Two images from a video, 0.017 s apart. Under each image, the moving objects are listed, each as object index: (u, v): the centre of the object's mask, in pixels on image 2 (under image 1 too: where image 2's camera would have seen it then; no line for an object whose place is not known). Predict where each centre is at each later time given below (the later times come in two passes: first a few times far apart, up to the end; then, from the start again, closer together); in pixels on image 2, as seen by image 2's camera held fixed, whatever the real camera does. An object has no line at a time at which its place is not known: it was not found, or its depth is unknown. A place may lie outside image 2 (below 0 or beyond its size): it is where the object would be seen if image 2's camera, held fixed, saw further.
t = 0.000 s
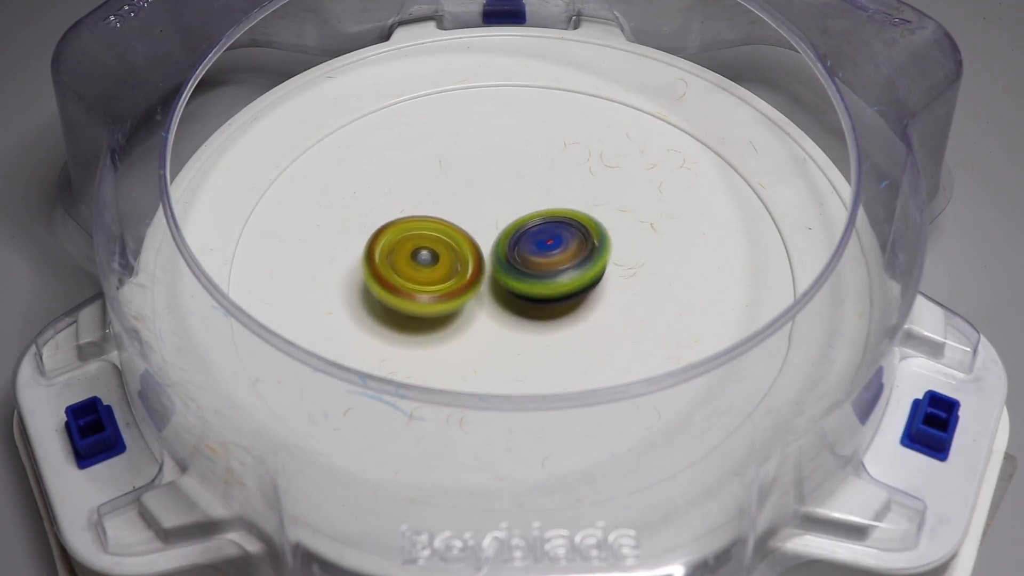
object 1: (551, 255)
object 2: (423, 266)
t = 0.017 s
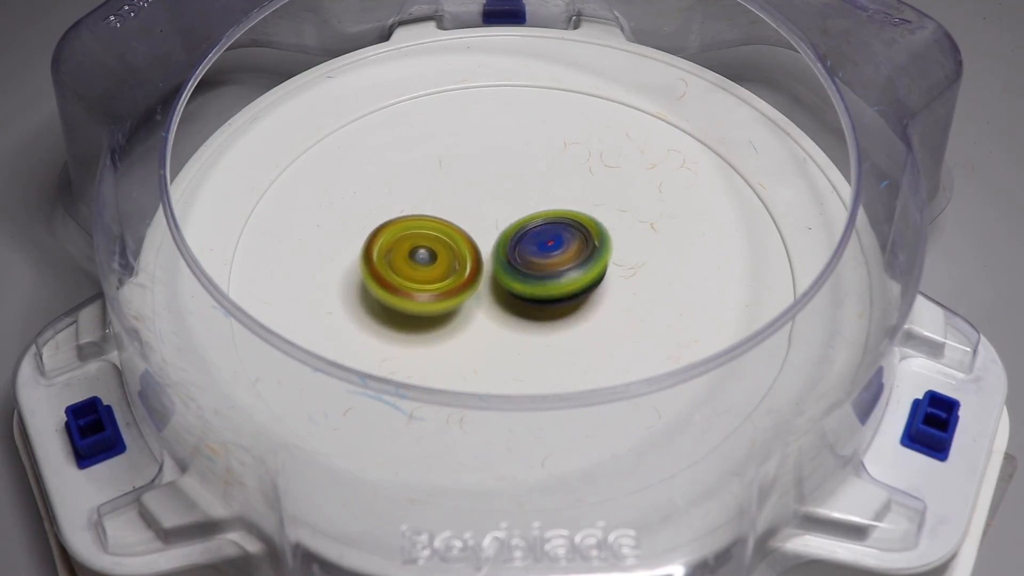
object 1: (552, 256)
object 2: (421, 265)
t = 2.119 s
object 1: (487, 297)
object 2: (596, 223)
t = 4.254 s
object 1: (510, 215)
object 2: (502, 324)
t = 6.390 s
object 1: (549, 284)
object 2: (446, 230)
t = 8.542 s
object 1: (473, 260)
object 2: (592, 293)
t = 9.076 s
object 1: (463, 241)
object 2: (566, 276)
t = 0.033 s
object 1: (551, 257)
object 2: (420, 264)
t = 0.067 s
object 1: (549, 260)
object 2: (422, 262)
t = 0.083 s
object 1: (547, 261)
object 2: (423, 260)
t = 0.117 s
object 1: (548, 264)
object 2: (421, 258)
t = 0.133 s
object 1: (548, 266)
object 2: (421, 257)
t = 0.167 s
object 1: (547, 268)
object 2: (422, 254)
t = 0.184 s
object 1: (547, 270)
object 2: (421, 253)
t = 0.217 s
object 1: (546, 272)
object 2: (420, 250)
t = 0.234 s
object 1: (545, 273)
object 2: (421, 249)
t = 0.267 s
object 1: (545, 276)
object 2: (420, 246)
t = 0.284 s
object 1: (546, 278)
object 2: (419, 244)
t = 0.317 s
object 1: (545, 280)
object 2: (419, 241)
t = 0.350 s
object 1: (543, 282)
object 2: (421, 240)
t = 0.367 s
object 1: (542, 283)
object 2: (423, 240)
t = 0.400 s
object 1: (540, 284)
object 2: (426, 239)
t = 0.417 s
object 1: (540, 285)
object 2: (426, 237)
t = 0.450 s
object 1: (539, 286)
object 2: (426, 236)
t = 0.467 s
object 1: (538, 287)
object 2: (426, 235)
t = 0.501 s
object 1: (536, 287)
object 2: (428, 235)
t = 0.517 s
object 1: (536, 287)
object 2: (428, 235)
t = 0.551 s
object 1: (537, 289)
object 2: (427, 232)
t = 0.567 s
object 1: (537, 290)
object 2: (426, 231)
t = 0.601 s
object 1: (535, 291)
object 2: (426, 230)
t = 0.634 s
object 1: (532, 291)
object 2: (427, 230)
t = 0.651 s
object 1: (530, 291)
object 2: (428, 230)
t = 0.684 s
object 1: (529, 292)
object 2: (428, 229)
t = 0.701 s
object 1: (528, 293)
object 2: (427, 228)
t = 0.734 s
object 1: (526, 292)
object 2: (427, 227)
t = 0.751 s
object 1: (524, 293)
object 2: (428, 227)
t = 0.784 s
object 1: (524, 294)
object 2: (428, 224)
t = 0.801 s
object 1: (524, 294)
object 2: (428, 223)
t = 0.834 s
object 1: (522, 294)
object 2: (428, 221)
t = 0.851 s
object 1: (521, 294)
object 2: (429, 221)
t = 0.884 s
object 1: (519, 292)
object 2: (431, 221)
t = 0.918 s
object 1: (519, 293)
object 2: (433, 220)
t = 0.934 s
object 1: (519, 293)
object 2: (433, 219)
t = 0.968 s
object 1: (519, 293)
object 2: (435, 216)
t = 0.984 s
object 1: (518, 293)
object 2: (436, 215)
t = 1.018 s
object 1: (516, 292)
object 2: (440, 212)
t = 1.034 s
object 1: (515, 291)
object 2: (443, 210)
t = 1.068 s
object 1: (515, 292)
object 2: (450, 205)
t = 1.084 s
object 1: (515, 292)
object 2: (453, 202)
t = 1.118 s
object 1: (513, 291)
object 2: (460, 198)
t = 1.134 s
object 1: (512, 291)
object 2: (464, 196)
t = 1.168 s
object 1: (512, 289)
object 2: (470, 195)
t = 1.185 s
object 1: (511, 288)
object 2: (473, 194)
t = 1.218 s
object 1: (510, 291)
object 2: (479, 193)
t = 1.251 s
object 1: (510, 304)
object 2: (483, 182)
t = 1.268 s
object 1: (510, 309)
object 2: (485, 177)
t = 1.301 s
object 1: (511, 316)
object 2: (490, 172)
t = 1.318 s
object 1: (511, 318)
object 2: (492, 171)
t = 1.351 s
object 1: (510, 320)
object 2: (497, 170)
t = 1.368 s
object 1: (511, 320)
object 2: (500, 170)
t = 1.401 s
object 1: (512, 319)
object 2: (504, 171)
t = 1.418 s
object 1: (512, 318)
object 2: (505, 172)
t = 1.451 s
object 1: (512, 316)
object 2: (509, 175)
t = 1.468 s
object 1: (512, 314)
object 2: (512, 177)
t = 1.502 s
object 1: (514, 312)
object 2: (516, 180)
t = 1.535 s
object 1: (514, 309)
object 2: (519, 184)
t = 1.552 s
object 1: (514, 307)
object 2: (521, 186)
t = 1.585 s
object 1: (514, 305)
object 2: (525, 191)
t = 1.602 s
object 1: (515, 304)
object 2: (527, 193)
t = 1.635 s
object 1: (516, 301)
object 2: (531, 198)
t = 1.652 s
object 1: (515, 299)
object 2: (533, 200)
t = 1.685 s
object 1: (515, 297)
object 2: (538, 203)
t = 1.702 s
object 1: (514, 298)
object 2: (540, 204)
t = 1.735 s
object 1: (511, 301)
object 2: (546, 203)
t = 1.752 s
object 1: (509, 302)
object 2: (549, 203)
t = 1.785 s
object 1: (507, 303)
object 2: (554, 204)
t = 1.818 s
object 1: (507, 301)
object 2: (558, 207)
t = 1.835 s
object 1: (506, 301)
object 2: (560, 208)
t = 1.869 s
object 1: (506, 299)
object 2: (563, 212)
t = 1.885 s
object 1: (505, 298)
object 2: (564, 213)
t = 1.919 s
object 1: (502, 298)
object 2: (568, 215)
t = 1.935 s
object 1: (501, 298)
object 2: (570, 217)
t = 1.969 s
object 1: (499, 298)
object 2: (573, 220)
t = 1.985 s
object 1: (498, 298)
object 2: (575, 221)
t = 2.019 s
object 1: (492, 299)
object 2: (580, 221)
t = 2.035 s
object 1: (490, 299)
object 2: (583, 222)
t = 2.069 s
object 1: (489, 298)
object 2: (590, 223)
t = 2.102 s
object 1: (488, 297)
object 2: (595, 223)
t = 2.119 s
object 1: (487, 297)
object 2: (596, 223)
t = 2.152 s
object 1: (487, 295)
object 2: (596, 225)
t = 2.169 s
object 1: (487, 295)
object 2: (596, 226)
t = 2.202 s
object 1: (486, 293)
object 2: (594, 228)
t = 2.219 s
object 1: (486, 293)
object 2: (592, 229)
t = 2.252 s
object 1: (487, 290)
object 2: (587, 231)
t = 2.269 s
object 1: (486, 290)
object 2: (586, 232)
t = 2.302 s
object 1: (471, 293)
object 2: (594, 229)
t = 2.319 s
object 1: (464, 294)
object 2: (598, 228)
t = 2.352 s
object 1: (454, 294)
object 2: (602, 227)
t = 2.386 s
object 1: (449, 294)
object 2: (601, 230)
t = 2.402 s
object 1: (447, 293)
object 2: (601, 232)
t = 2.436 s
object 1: (445, 292)
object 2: (598, 236)
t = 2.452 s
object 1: (445, 291)
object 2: (595, 238)
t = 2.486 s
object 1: (446, 289)
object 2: (591, 243)
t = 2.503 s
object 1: (447, 288)
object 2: (588, 245)
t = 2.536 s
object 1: (452, 286)
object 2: (581, 249)
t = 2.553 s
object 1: (454, 285)
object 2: (578, 251)
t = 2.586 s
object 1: (444, 280)
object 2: (584, 254)
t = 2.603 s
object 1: (433, 277)
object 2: (596, 257)
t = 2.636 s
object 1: (415, 271)
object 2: (614, 260)
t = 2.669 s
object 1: (403, 265)
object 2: (626, 264)
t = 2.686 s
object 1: (399, 263)
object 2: (630, 265)
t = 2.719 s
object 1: (395, 259)
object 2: (632, 268)
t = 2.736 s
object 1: (394, 258)
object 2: (633, 270)
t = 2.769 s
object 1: (395, 256)
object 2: (630, 272)
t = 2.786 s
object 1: (397, 255)
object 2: (628, 273)
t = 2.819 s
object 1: (401, 254)
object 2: (623, 274)
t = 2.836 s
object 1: (404, 254)
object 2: (618, 275)
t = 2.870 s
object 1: (411, 254)
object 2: (611, 276)
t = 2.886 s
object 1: (415, 254)
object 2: (606, 275)
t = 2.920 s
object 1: (423, 255)
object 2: (596, 276)
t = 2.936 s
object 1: (428, 255)
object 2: (592, 276)
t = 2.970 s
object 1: (437, 256)
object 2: (581, 276)
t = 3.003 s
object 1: (447, 257)
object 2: (571, 275)
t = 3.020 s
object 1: (448, 257)
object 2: (569, 275)
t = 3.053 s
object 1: (442, 251)
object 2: (580, 280)
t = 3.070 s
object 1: (439, 248)
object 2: (584, 283)
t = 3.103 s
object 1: (437, 245)
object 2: (590, 286)
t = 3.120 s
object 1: (438, 243)
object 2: (591, 288)
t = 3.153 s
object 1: (439, 241)
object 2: (594, 290)
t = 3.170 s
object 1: (441, 241)
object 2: (593, 291)
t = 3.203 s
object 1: (445, 239)
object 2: (592, 291)
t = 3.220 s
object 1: (448, 240)
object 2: (590, 291)
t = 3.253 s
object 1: (454, 239)
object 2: (586, 291)
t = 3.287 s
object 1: (462, 241)
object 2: (579, 289)
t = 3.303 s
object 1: (466, 241)
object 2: (577, 288)
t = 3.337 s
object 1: (469, 241)
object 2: (574, 287)
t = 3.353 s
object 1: (469, 237)
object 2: (577, 291)
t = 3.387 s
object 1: (467, 232)
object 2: (582, 297)
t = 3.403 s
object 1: (468, 229)
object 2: (583, 299)
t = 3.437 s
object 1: (468, 226)
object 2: (583, 302)
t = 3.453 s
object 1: (469, 226)
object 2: (582, 303)
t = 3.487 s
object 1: (471, 225)
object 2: (579, 303)
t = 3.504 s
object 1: (473, 226)
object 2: (576, 304)
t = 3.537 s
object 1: (476, 226)
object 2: (571, 302)
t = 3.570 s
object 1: (480, 229)
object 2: (566, 301)
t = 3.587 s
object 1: (481, 229)
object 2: (562, 299)
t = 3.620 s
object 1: (482, 229)
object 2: (560, 301)
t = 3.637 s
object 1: (482, 226)
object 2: (560, 304)
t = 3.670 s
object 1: (481, 224)
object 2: (559, 308)
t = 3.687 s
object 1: (482, 222)
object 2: (557, 309)
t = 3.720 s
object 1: (482, 222)
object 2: (555, 310)
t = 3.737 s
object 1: (483, 222)
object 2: (552, 310)
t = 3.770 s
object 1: (484, 223)
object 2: (550, 310)
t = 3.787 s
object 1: (485, 224)
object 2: (546, 309)
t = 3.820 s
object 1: (486, 225)
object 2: (542, 307)
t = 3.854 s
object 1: (487, 223)
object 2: (540, 310)
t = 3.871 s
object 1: (486, 223)
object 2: (539, 312)
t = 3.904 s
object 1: (488, 221)
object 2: (537, 315)
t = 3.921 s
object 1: (488, 221)
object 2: (535, 315)
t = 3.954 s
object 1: (490, 222)
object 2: (533, 316)
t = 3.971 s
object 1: (490, 223)
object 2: (531, 315)
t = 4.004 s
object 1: (493, 225)
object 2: (528, 314)
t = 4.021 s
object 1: (493, 225)
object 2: (526, 313)
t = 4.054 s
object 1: (495, 224)
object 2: (523, 317)
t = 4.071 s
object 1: (496, 223)
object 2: (521, 318)
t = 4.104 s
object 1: (498, 222)
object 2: (518, 320)
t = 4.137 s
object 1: (500, 223)
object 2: (516, 320)
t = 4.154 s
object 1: (502, 222)
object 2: (513, 319)
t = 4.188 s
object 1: (503, 224)
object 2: (510, 317)
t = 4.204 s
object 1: (504, 225)
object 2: (509, 315)
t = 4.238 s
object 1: (508, 219)
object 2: (505, 321)
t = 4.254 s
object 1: (510, 215)
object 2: (502, 324)
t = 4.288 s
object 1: (514, 210)
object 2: (498, 325)
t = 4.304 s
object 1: (516, 209)
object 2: (496, 326)
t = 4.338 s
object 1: (517, 209)
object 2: (493, 324)
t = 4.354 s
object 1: (518, 210)
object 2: (493, 323)
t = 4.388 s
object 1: (517, 213)
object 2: (490, 320)
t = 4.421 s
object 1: (516, 216)
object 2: (489, 315)
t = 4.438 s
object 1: (515, 218)
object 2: (489, 313)
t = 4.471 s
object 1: (514, 220)
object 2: (487, 308)
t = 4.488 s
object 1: (515, 219)
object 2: (485, 309)
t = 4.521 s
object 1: (518, 215)
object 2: (482, 310)
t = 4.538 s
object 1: (520, 215)
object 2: (481, 309)
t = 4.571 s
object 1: (520, 216)
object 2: (478, 306)
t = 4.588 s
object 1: (520, 217)
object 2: (478, 304)
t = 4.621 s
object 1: (520, 217)
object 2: (476, 302)
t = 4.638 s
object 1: (522, 214)
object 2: (472, 305)
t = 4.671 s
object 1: (526, 209)
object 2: (466, 306)
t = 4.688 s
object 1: (528, 208)
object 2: (464, 306)
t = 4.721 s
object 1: (528, 207)
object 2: (462, 304)
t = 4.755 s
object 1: (528, 208)
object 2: (462, 302)
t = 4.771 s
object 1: (527, 209)
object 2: (461, 300)
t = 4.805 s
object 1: (525, 210)
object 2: (463, 296)
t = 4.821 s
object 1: (525, 211)
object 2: (464, 293)
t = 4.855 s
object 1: (526, 211)
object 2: (464, 292)
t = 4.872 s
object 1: (531, 207)
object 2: (457, 294)
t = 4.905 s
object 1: (542, 199)
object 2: (448, 296)
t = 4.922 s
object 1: (545, 198)
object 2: (445, 297)
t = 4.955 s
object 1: (552, 195)
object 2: (442, 296)
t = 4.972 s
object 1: (555, 196)
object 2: (443, 295)
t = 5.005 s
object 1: (557, 197)
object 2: (444, 293)
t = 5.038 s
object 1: (557, 199)
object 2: (448, 290)
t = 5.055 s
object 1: (558, 202)
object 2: (450, 288)
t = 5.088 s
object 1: (556, 206)
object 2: (456, 285)
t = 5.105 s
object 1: (556, 207)
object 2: (458, 283)
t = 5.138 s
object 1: (553, 212)
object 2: (463, 279)
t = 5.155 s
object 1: (552, 213)
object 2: (467, 278)
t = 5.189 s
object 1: (557, 214)
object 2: (464, 279)
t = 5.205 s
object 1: (558, 214)
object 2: (465, 279)
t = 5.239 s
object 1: (560, 214)
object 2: (466, 278)
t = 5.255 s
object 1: (561, 216)
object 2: (467, 276)
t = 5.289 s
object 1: (562, 217)
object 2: (469, 274)
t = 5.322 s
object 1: (565, 218)
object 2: (467, 275)
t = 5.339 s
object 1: (567, 219)
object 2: (467, 275)
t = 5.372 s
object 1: (568, 221)
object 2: (468, 274)
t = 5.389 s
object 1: (569, 221)
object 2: (469, 274)
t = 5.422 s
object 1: (573, 223)
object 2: (464, 274)
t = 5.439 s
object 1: (574, 224)
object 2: (463, 275)
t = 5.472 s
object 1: (575, 226)
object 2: (462, 274)
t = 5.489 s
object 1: (575, 228)
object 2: (463, 274)
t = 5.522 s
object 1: (574, 231)
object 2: (464, 274)
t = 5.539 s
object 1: (575, 232)
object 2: (466, 274)
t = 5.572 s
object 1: (575, 235)
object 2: (465, 274)
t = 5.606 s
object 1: (575, 238)
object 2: (465, 274)
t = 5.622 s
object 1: (575, 239)
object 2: (465, 274)
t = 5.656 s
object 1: (576, 241)
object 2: (463, 275)
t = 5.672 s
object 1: (575, 243)
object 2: (462, 275)
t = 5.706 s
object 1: (575, 246)
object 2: (460, 275)
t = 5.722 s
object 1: (575, 247)
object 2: (459, 275)
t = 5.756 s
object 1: (575, 250)
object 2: (458, 275)
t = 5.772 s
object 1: (575, 251)
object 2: (456, 276)
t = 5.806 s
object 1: (576, 254)
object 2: (452, 276)
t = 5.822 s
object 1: (575, 256)
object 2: (451, 275)
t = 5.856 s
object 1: (573, 258)
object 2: (450, 275)
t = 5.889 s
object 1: (572, 260)
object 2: (448, 273)
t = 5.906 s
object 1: (573, 262)
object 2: (445, 273)
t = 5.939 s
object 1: (573, 264)
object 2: (443, 272)
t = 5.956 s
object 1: (573, 265)
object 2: (443, 271)
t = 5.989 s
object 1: (571, 267)
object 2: (443, 270)
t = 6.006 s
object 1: (568, 268)
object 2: (444, 270)
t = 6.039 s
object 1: (569, 271)
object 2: (440, 267)
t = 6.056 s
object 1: (570, 273)
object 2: (436, 264)
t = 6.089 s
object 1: (570, 275)
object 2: (433, 260)
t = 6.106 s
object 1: (569, 276)
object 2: (433, 260)
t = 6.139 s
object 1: (566, 278)
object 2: (434, 257)
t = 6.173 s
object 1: (562, 279)
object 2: (437, 255)
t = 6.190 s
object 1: (560, 280)
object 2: (438, 253)
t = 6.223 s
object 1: (562, 284)
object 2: (435, 247)
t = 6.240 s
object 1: (563, 285)
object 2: (435, 244)
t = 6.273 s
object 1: (562, 286)
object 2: (434, 239)
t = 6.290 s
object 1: (560, 287)
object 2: (434, 237)
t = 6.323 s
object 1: (557, 288)
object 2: (437, 234)
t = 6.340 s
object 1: (555, 286)
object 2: (439, 232)
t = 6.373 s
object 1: (551, 285)
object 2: (443, 230)
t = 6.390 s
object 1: (549, 284)
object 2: (446, 230)
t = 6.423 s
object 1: (551, 286)
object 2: (447, 225)
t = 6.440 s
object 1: (553, 288)
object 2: (447, 222)
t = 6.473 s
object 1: (556, 290)
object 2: (449, 219)
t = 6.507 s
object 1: (555, 291)
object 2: (453, 216)
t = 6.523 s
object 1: (554, 291)
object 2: (457, 216)
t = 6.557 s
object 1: (552, 289)
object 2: (463, 215)
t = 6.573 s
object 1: (551, 288)
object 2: (466, 214)
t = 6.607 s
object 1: (549, 287)
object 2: (473, 212)
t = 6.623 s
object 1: (550, 289)
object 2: (477, 209)
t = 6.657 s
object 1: (550, 290)
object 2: (485, 206)
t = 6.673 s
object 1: (550, 290)
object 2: (487, 206)
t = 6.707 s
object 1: (549, 289)
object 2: (495, 205)
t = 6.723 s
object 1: (548, 290)
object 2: (499, 202)
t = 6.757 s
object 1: (549, 292)
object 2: (507, 199)
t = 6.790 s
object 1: (548, 293)
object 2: (514, 198)
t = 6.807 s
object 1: (548, 292)
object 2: (518, 198)
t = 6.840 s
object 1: (547, 291)
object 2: (525, 198)
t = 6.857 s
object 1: (546, 293)
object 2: (527, 198)
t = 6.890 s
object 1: (544, 298)
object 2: (536, 196)
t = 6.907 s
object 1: (544, 299)
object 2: (539, 196)
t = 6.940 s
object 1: (542, 300)
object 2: (546, 197)
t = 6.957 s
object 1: (541, 300)
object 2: (550, 198)
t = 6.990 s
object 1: (541, 299)
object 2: (554, 201)
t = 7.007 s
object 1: (541, 298)
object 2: (557, 203)
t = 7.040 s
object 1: (536, 302)
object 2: (562, 206)
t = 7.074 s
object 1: (527, 311)
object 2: (575, 205)
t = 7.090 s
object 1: (522, 314)
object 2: (581, 205)
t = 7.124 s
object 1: (514, 318)
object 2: (588, 207)
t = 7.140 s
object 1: (511, 319)
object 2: (590, 209)
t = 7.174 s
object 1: (506, 319)
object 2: (592, 214)
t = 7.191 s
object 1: (506, 318)
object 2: (593, 216)
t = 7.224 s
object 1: (504, 316)
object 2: (593, 222)
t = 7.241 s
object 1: (504, 316)
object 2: (594, 226)
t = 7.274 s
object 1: (503, 314)
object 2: (592, 234)
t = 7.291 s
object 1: (503, 313)
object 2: (592, 238)
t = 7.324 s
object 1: (499, 312)
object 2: (592, 244)
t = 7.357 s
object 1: (485, 315)
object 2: (598, 249)
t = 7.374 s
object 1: (480, 315)
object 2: (601, 252)
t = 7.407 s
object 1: (470, 315)
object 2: (603, 258)
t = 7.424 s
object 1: (467, 315)
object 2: (601, 261)
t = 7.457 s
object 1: (463, 313)
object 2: (598, 267)
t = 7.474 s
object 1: (461, 312)
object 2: (595, 269)
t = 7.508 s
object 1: (461, 309)
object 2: (589, 273)
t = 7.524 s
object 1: (462, 307)
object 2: (585, 276)
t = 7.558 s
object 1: (456, 304)
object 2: (584, 280)
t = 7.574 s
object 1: (452, 303)
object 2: (588, 280)
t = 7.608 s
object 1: (448, 298)
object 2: (587, 281)
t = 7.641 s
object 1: (446, 295)
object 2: (583, 281)
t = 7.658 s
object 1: (447, 293)
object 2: (581, 282)
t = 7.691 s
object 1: (449, 291)
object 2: (576, 282)
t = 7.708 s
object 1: (449, 290)
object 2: (574, 282)
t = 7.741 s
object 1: (448, 287)
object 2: (572, 280)
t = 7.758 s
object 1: (447, 285)
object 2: (575, 280)
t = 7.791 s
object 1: (446, 281)
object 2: (575, 278)
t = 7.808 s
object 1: (448, 280)
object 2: (575, 277)
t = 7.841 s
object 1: (451, 277)
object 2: (573, 276)
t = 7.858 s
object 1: (452, 277)
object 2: (570, 276)
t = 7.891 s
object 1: (454, 275)
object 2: (571, 275)
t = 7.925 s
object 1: (452, 271)
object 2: (575, 275)
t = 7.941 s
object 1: (451, 270)
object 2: (576, 276)
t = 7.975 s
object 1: (454, 268)
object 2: (577, 275)
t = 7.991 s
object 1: (455, 267)
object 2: (576, 274)
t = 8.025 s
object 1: (457, 267)
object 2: (578, 276)
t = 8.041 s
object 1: (458, 265)
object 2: (579, 276)
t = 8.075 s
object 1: (458, 264)
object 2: (583, 278)
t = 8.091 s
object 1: (460, 262)
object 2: (584, 279)
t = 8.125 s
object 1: (462, 262)
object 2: (585, 280)
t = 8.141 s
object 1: (462, 261)
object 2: (587, 281)
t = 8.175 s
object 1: (462, 258)
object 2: (595, 284)
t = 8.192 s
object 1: (463, 259)
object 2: (597, 285)
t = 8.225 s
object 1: (467, 258)
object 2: (602, 287)
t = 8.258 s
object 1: (471, 259)
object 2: (604, 289)
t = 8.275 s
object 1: (473, 261)
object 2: (603, 289)
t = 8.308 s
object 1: (477, 262)
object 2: (602, 289)
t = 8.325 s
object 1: (479, 264)
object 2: (601, 289)
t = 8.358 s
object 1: (482, 265)
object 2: (598, 288)
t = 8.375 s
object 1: (483, 265)
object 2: (597, 288)
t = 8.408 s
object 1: (479, 264)
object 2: (600, 290)
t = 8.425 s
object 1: (478, 264)
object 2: (600, 291)
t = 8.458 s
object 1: (476, 263)
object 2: (598, 291)
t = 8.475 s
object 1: (476, 262)
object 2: (596, 291)
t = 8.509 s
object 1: (477, 263)
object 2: (592, 291)
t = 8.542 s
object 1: (473, 260)
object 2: (592, 293)
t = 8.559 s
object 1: (470, 259)
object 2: (594, 295)
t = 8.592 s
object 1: (464, 255)
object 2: (597, 297)
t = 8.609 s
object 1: (463, 254)
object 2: (597, 297)
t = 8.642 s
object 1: (461, 253)
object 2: (596, 297)
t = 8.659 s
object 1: (461, 252)
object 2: (594, 297)
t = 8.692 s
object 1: (460, 254)
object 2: (590, 296)
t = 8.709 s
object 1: (461, 253)
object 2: (587, 295)
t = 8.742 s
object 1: (463, 255)
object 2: (581, 292)
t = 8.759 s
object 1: (464, 255)
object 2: (578, 291)
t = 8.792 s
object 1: (462, 254)
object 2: (577, 289)
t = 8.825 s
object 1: (458, 251)
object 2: (576, 288)
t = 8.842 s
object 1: (458, 249)
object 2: (575, 288)
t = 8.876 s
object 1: (458, 248)
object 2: (572, 286)
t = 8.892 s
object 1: (459, 247)
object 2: (571, 285)
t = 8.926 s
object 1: (460, 245)
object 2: (568, 283)
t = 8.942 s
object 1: (460, 244)
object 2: (568, 282)
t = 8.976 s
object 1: (460, 243)
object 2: (565, 279)
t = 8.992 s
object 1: (462, 244)
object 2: (565, 278)
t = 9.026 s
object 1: (463, 244)
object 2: (563, 276)
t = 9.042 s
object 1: (463, 243)
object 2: (564, 276)
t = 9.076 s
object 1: (463, 241)
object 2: (566, 276)
